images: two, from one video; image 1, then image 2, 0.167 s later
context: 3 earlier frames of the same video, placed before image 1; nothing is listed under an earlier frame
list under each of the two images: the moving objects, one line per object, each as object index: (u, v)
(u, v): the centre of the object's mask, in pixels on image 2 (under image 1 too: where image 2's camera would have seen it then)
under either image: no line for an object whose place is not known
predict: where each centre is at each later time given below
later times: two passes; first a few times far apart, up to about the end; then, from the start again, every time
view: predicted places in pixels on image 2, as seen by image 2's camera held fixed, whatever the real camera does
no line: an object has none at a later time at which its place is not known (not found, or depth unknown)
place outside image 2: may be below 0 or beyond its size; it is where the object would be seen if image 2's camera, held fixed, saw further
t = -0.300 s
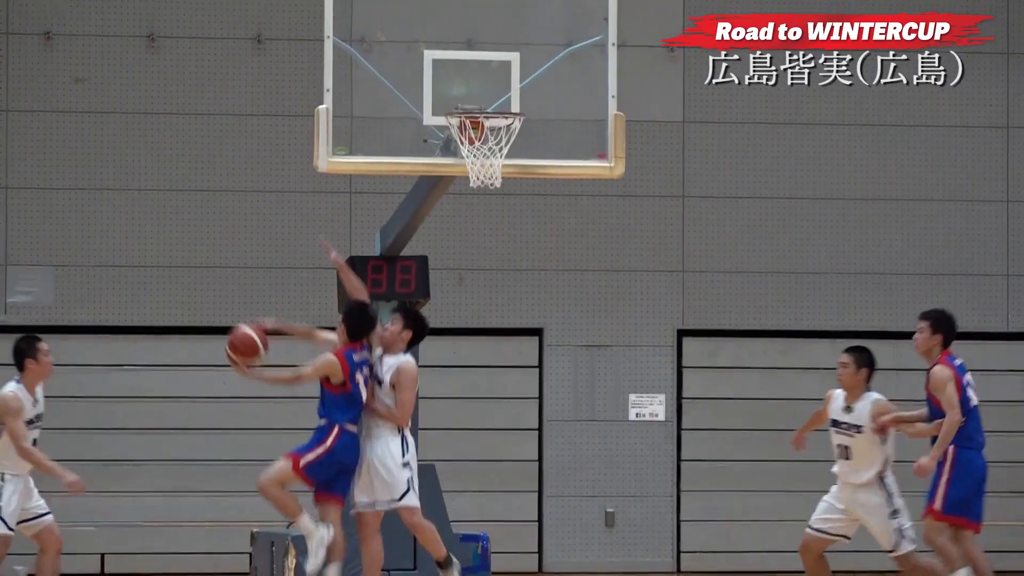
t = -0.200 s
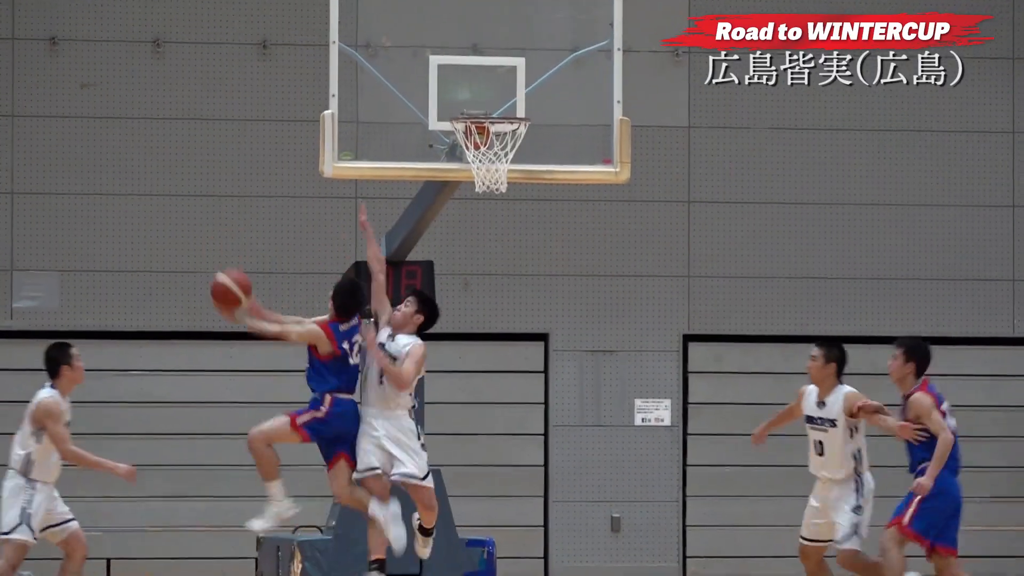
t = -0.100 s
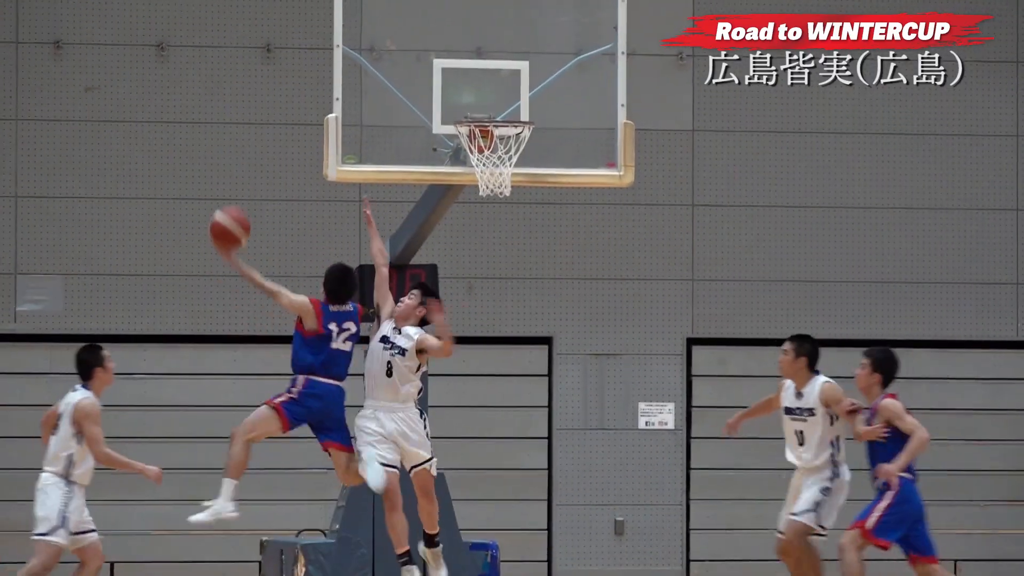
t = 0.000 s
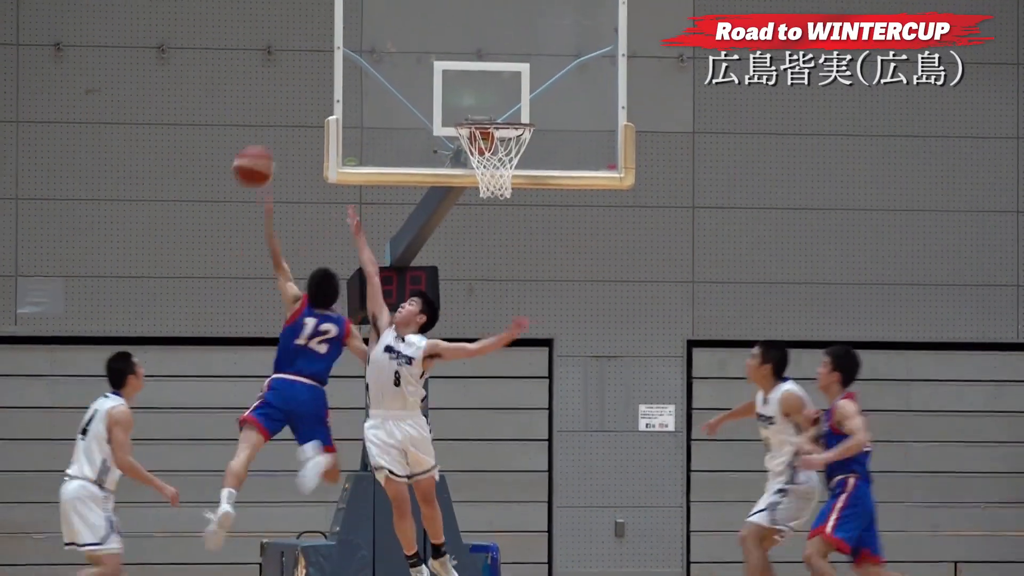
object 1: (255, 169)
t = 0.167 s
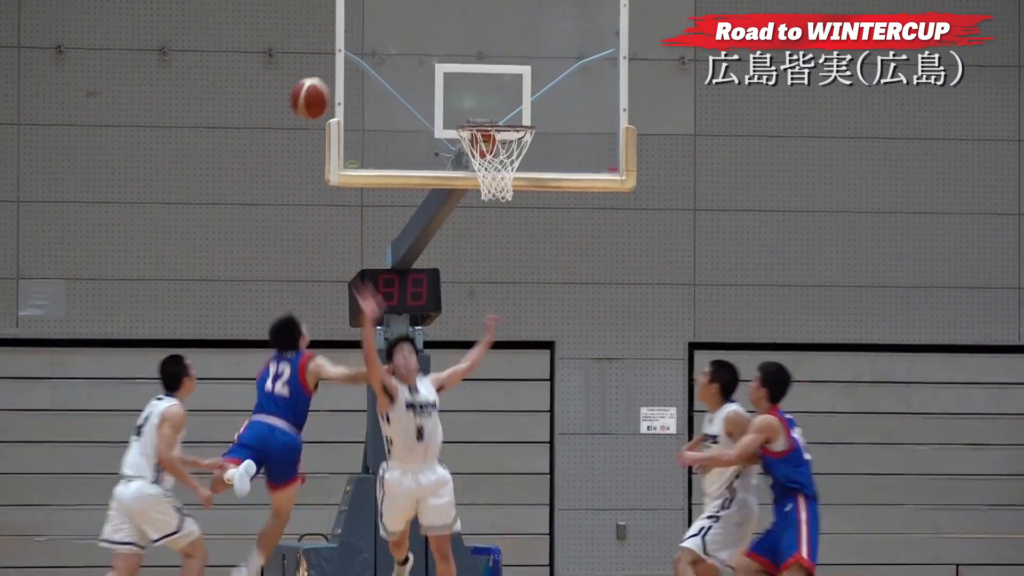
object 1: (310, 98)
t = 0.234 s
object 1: (332, 83)
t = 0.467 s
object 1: (407, 86)
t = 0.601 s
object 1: (442, 119)
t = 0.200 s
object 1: (321, 90)
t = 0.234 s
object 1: (332, 83)
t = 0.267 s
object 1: (343, 78)
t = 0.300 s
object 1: (354, 75)
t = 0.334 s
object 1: (365, 73)
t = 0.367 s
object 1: (376, 74)
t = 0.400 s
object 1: (387, 77)
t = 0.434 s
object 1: (396, 80)
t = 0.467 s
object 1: (407, 86)
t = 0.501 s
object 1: (416, 93)
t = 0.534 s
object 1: (427, 102)
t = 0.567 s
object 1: (436, 112)
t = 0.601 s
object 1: (442, 119)
